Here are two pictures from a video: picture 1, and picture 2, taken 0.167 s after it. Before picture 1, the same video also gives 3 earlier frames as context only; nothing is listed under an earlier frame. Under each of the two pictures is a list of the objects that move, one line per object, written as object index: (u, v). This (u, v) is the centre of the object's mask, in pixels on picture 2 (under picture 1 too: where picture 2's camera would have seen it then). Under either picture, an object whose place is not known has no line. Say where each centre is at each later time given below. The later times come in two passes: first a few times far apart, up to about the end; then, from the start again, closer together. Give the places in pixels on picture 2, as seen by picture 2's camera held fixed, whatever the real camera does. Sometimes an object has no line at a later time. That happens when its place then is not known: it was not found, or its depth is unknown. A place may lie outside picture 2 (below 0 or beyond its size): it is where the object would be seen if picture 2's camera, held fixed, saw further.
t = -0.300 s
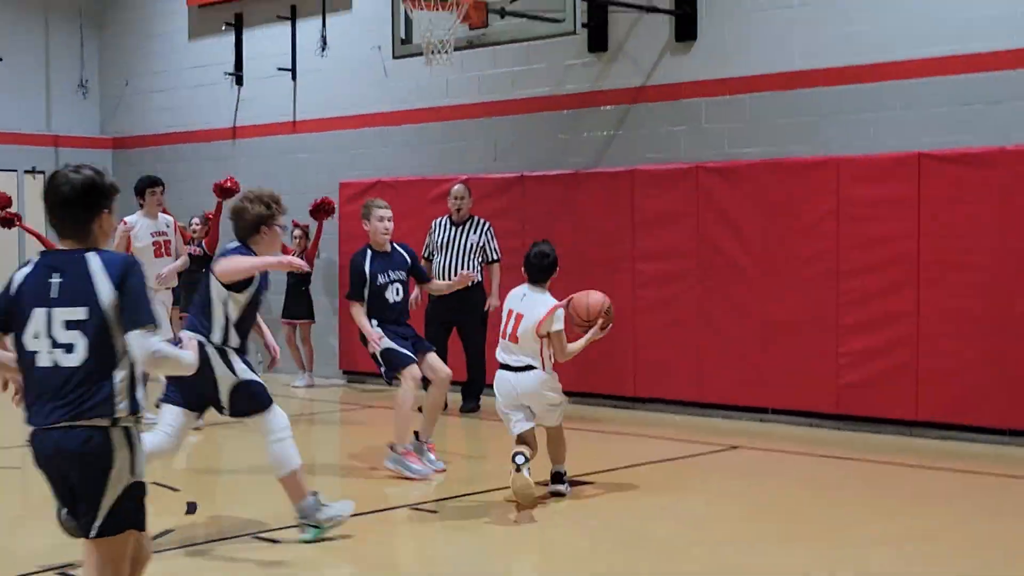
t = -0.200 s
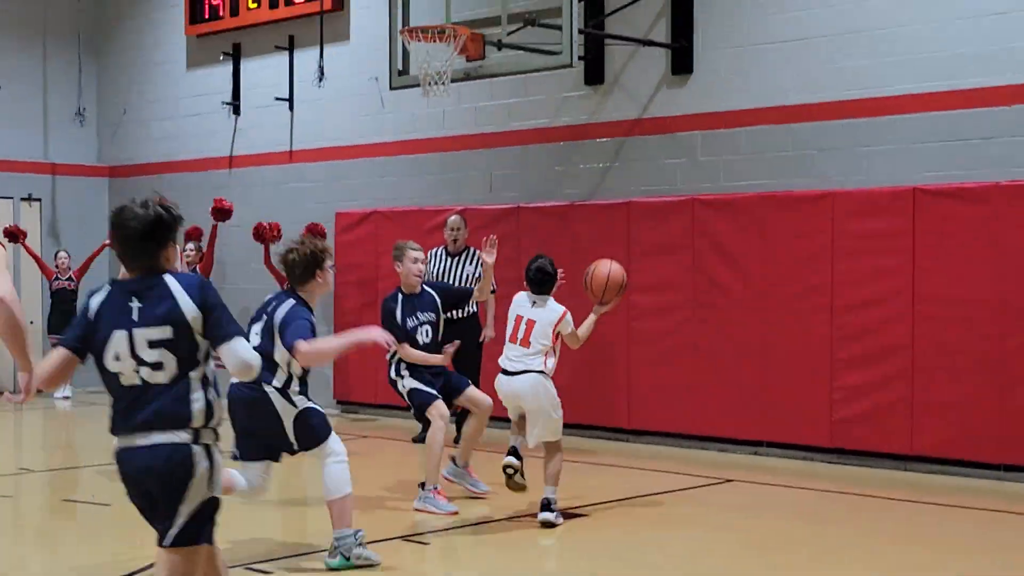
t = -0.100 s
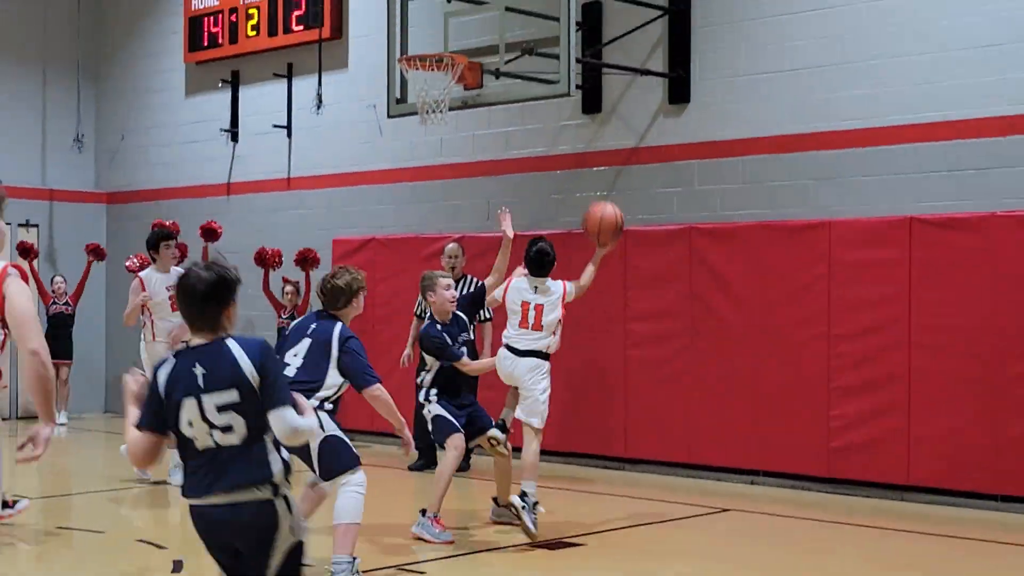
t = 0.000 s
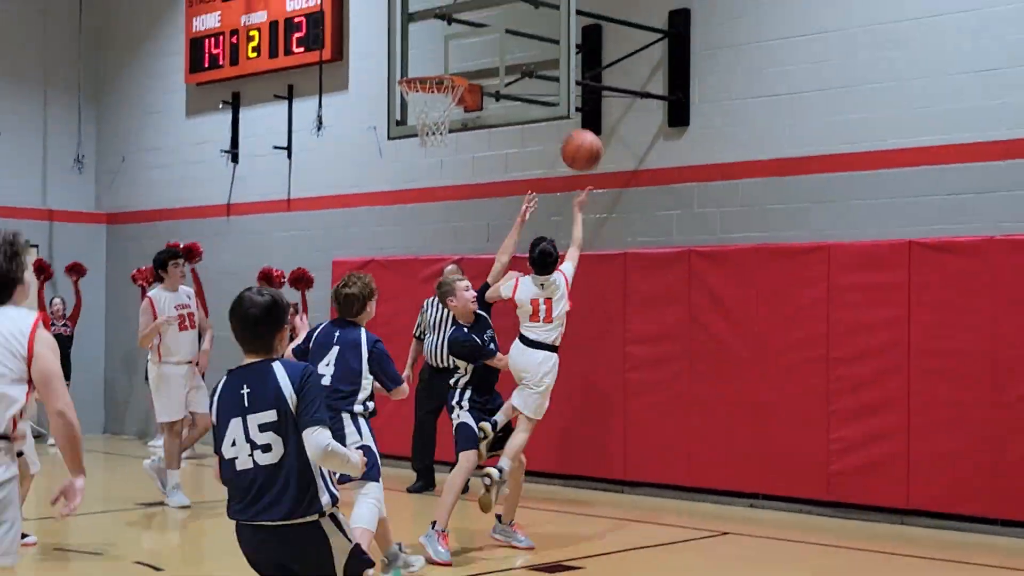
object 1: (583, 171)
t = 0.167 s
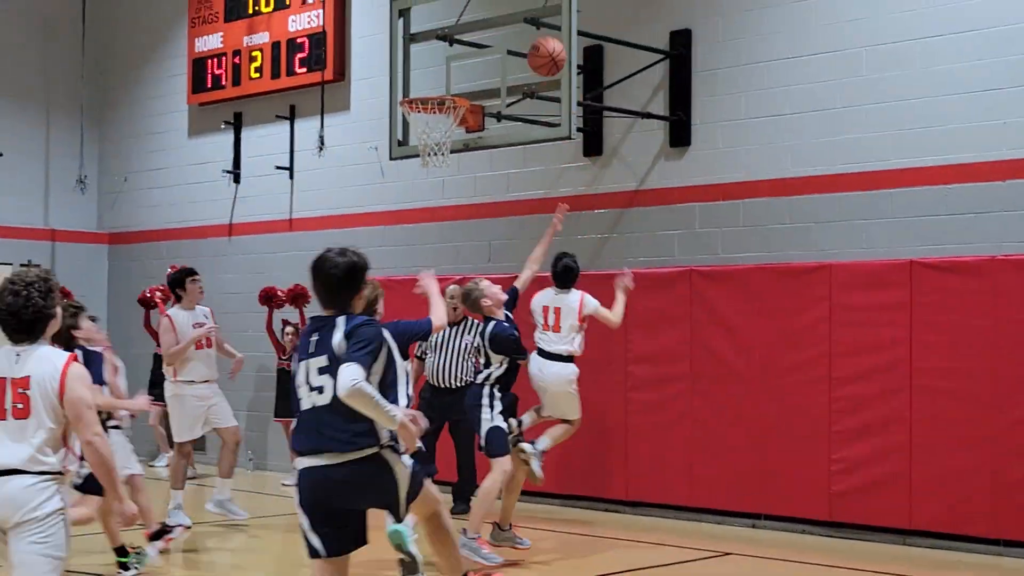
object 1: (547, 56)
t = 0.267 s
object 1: (527, 15)
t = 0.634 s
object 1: (464, 9)
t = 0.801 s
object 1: (425, 34)
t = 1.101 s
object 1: (345, 184)
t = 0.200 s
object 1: (540, 40)
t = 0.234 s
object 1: (534, 27)
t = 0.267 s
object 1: (527, 15)
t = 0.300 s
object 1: (521, 9)
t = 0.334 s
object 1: (514, 5)
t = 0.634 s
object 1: (464, 9)
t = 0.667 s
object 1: (459, 12)
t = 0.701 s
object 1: (451, 15)
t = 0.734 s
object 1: (442, 19)
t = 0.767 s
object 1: (433, 25)
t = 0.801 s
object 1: (425, 34)
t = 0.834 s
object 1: (416, 45)
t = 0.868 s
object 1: (407, 57)
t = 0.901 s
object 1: (397, 71)
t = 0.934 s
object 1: (389, 86)
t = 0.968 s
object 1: (380, 103)
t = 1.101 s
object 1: (345, 184)
